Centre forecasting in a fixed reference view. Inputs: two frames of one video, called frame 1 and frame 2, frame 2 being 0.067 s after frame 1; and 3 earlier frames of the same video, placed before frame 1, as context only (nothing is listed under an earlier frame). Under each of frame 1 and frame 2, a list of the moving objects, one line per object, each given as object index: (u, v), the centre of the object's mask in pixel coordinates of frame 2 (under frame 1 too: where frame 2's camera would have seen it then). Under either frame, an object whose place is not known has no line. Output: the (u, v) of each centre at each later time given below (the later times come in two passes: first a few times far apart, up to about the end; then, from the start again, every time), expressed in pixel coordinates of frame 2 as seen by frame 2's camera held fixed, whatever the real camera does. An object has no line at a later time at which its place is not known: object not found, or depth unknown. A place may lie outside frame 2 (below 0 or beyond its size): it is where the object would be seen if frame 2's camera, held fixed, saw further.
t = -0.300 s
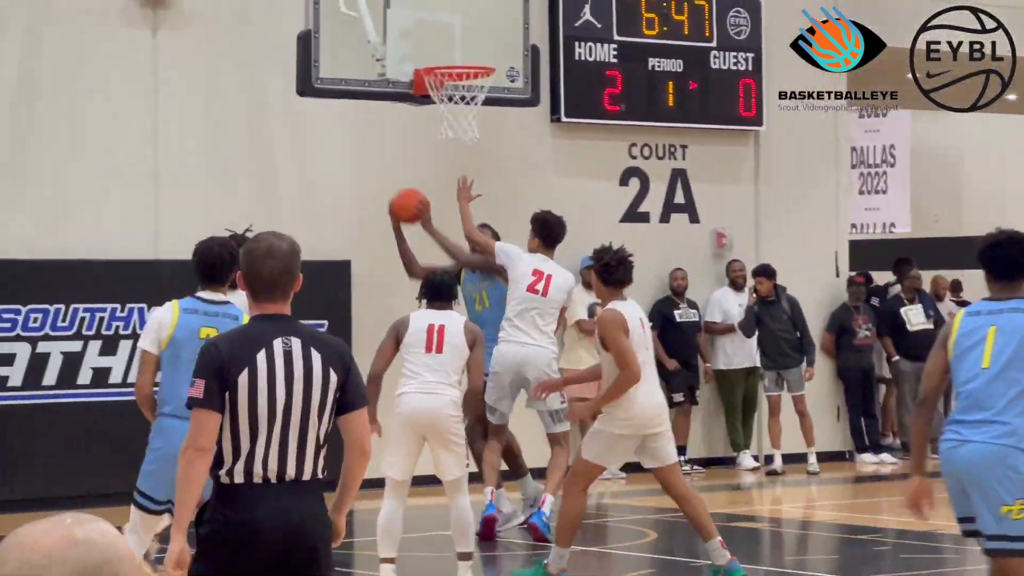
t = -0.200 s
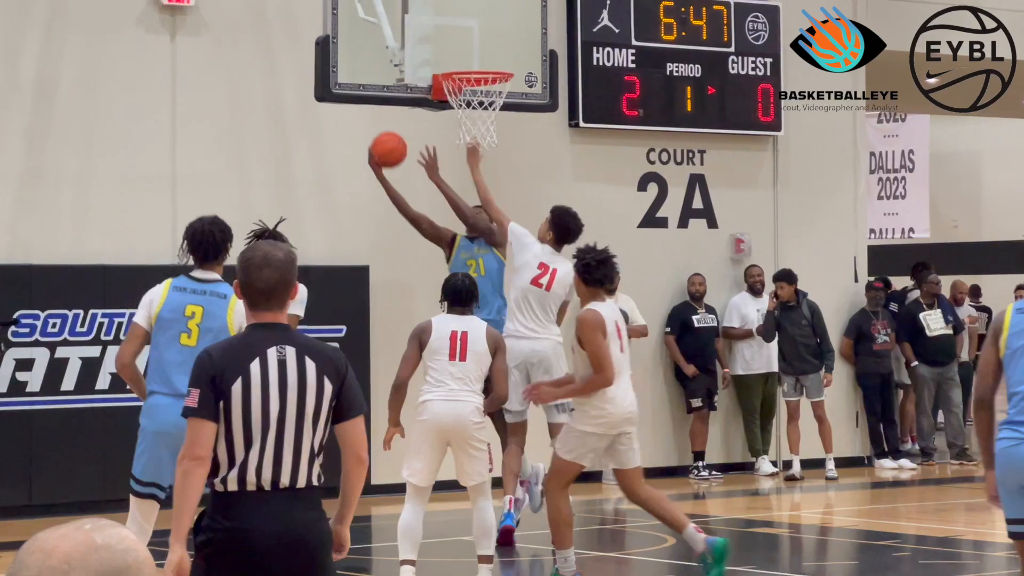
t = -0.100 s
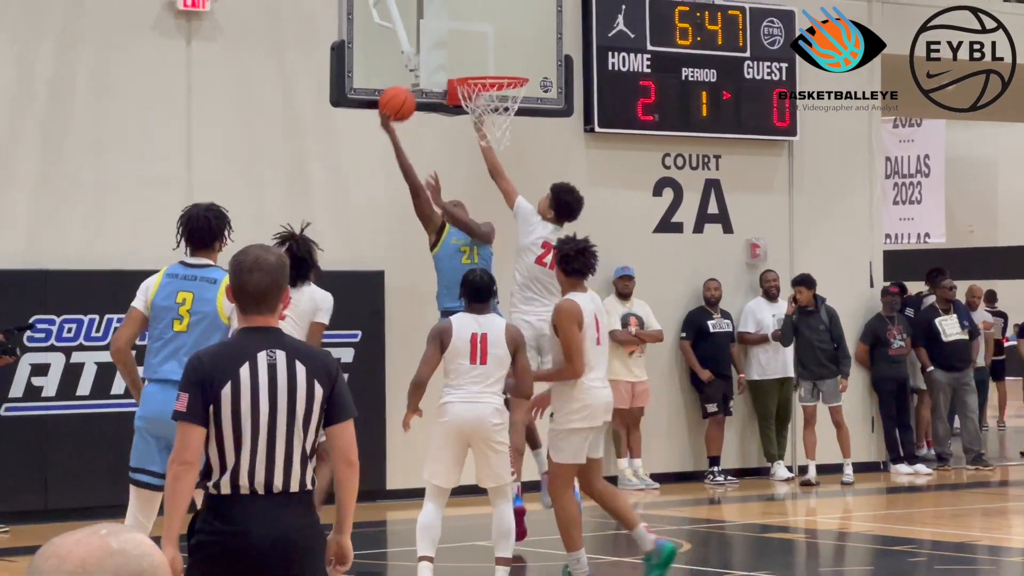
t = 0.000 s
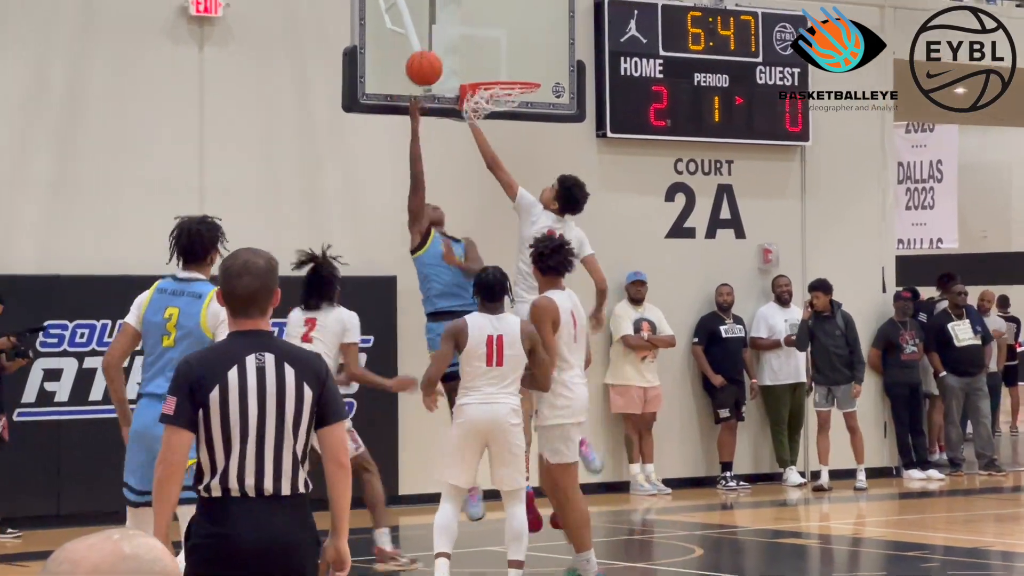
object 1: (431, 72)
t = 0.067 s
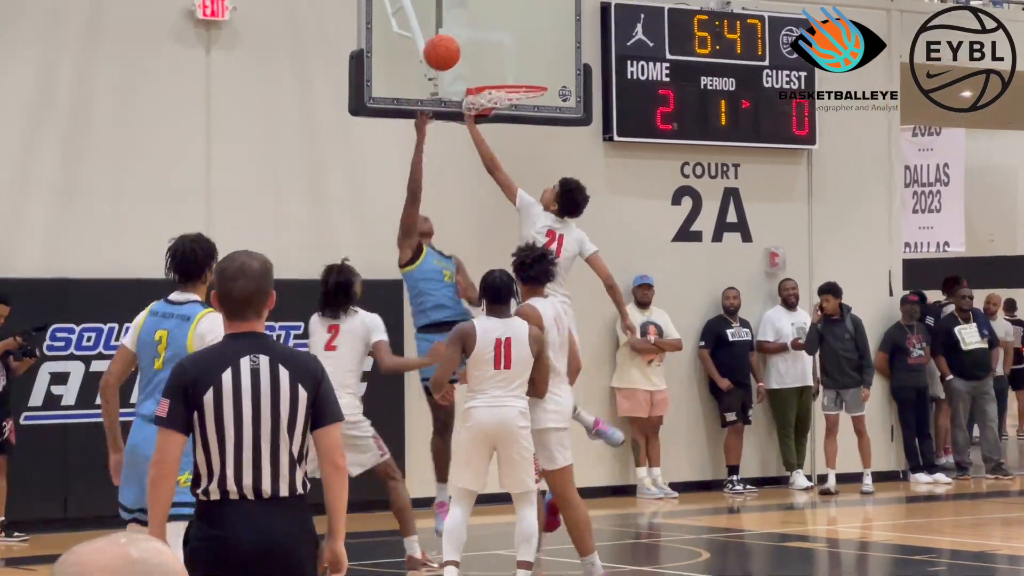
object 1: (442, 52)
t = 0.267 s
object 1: (476, 34)
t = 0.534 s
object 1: (520, 103)
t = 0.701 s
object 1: (530, 159)
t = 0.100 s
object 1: (447, 46)
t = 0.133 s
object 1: (453, 40)
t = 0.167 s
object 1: (459, 36)
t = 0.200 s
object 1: (464, 34)
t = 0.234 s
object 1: (470, 33)
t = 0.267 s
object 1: (476, 34)
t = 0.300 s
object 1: (481, 37)
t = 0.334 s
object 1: (486, 41)
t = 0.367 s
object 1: (492, 47)
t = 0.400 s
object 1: (497, 55)
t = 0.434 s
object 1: (503, 64)
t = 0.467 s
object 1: (508, 72)
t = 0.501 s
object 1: (516, 86)
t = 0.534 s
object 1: (520, 103)
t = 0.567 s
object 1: (526, 117)
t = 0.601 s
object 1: (529, 129)
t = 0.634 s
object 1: (530, 138)
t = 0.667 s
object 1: (530, 150)
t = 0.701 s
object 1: (530, 159)
